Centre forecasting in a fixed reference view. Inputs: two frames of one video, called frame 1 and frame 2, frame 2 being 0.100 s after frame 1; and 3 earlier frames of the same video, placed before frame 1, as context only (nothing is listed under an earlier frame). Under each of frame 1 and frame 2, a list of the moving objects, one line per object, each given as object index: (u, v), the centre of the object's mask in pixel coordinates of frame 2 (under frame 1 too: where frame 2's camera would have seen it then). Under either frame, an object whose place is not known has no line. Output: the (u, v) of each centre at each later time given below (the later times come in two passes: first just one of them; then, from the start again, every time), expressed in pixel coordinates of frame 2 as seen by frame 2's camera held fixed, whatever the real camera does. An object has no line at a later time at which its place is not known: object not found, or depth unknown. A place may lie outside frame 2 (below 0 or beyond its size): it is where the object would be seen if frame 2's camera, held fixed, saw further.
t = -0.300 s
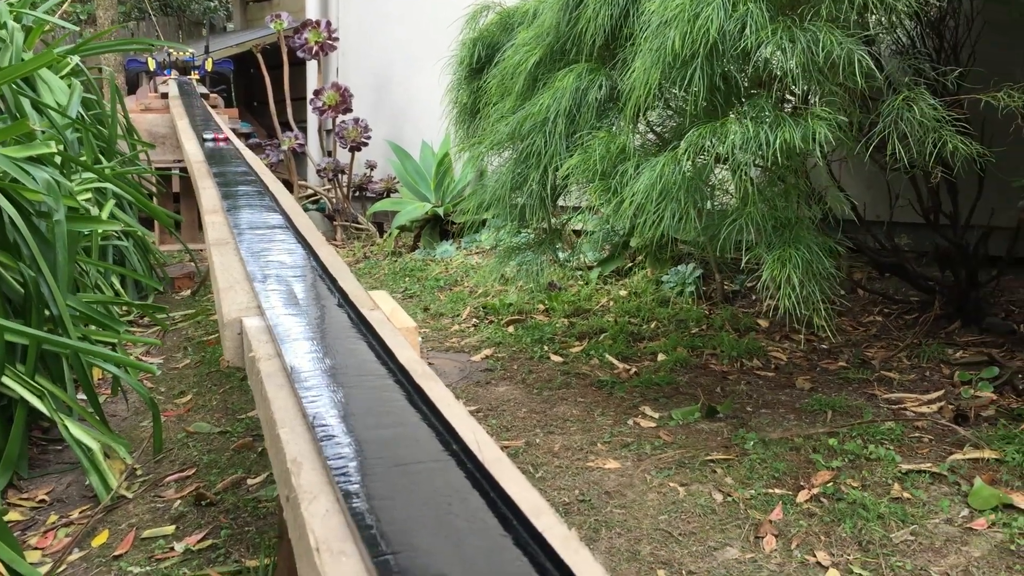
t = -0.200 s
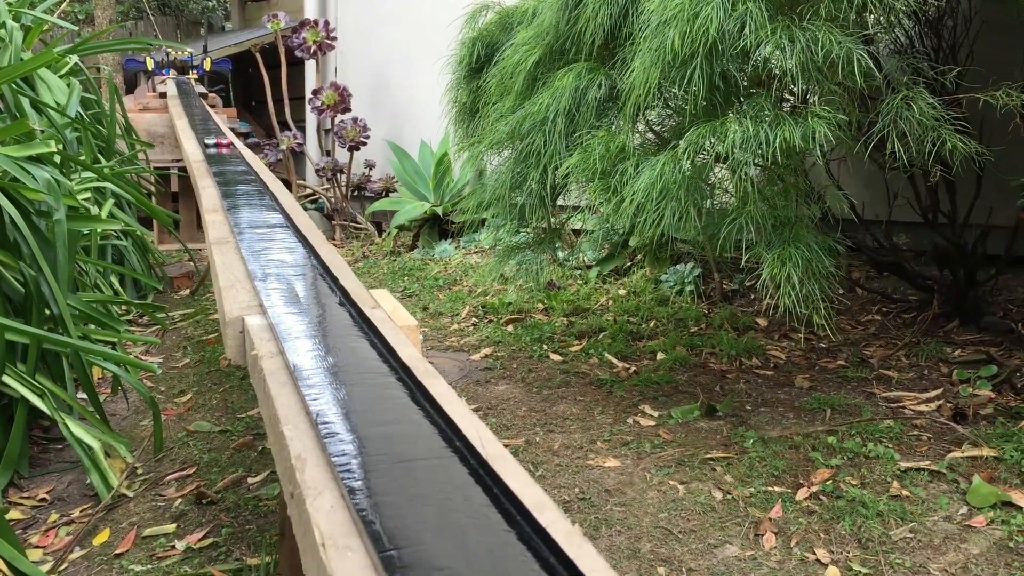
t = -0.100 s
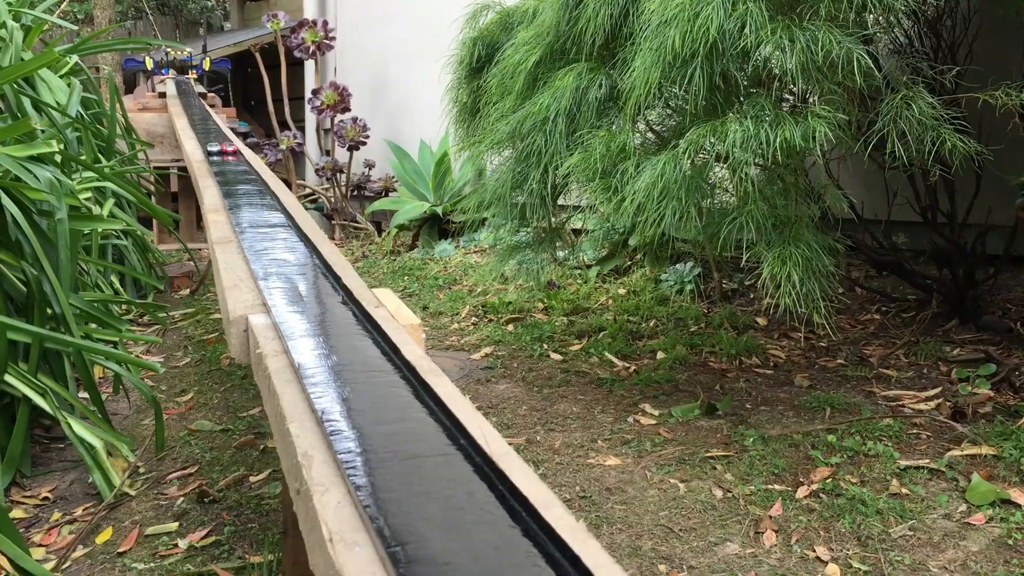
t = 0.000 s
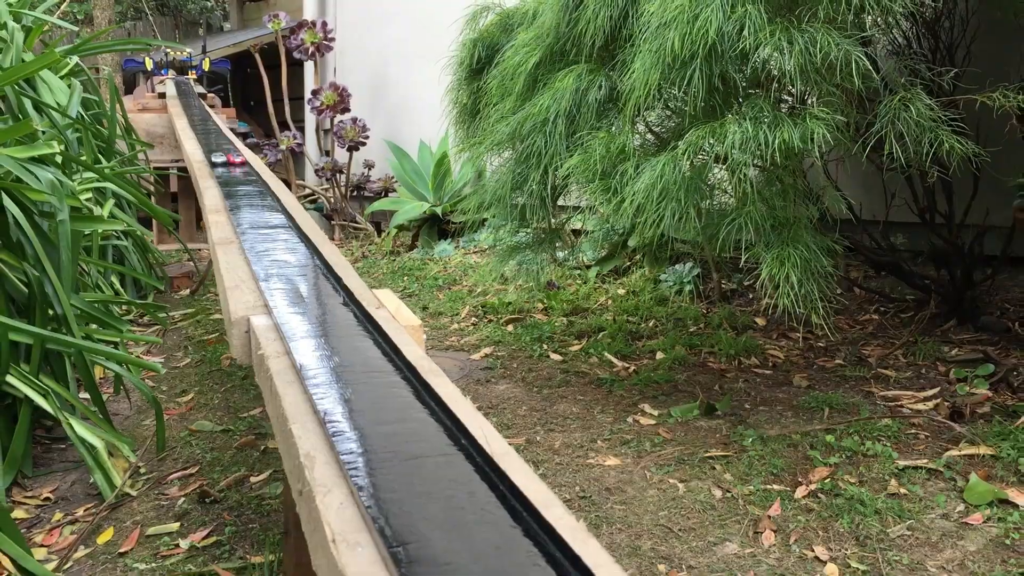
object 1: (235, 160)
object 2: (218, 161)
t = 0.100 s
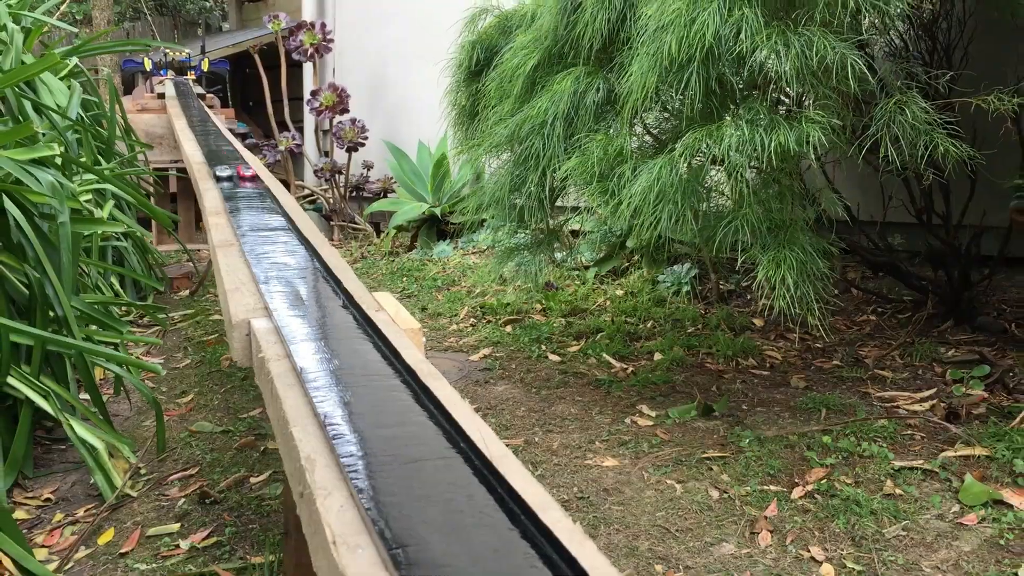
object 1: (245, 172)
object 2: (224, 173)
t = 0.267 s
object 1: (264, 201)
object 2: (239, 201)
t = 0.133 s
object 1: (248, 178)
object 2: (226, 178)
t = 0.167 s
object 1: (251, 182)
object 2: (229, 182)
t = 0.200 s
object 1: (255, 187)
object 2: (232, 189)
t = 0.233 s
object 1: (260, 193)
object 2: (236, 194)
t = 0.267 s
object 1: (264, 201)
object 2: (239, 201)
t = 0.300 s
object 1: (269, 207)
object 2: (241, 210)
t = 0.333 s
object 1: (275, 216)
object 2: (245, 219)
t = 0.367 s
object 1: (282, 225)
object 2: (248, 229)
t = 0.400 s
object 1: (289, 235)
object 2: (254, 241)
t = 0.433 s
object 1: (297, 245)
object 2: (260, 251)
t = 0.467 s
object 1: (306, 259)
